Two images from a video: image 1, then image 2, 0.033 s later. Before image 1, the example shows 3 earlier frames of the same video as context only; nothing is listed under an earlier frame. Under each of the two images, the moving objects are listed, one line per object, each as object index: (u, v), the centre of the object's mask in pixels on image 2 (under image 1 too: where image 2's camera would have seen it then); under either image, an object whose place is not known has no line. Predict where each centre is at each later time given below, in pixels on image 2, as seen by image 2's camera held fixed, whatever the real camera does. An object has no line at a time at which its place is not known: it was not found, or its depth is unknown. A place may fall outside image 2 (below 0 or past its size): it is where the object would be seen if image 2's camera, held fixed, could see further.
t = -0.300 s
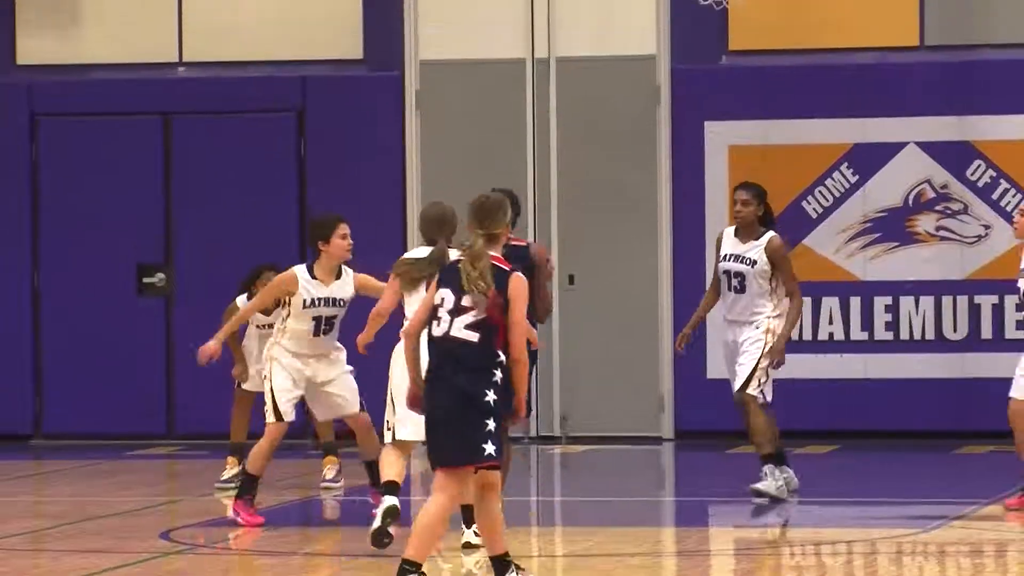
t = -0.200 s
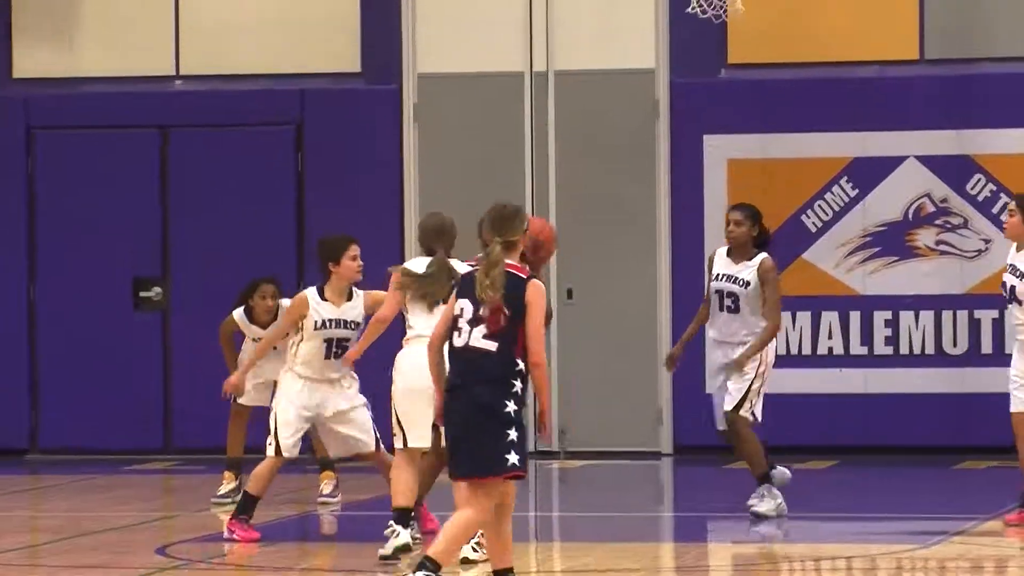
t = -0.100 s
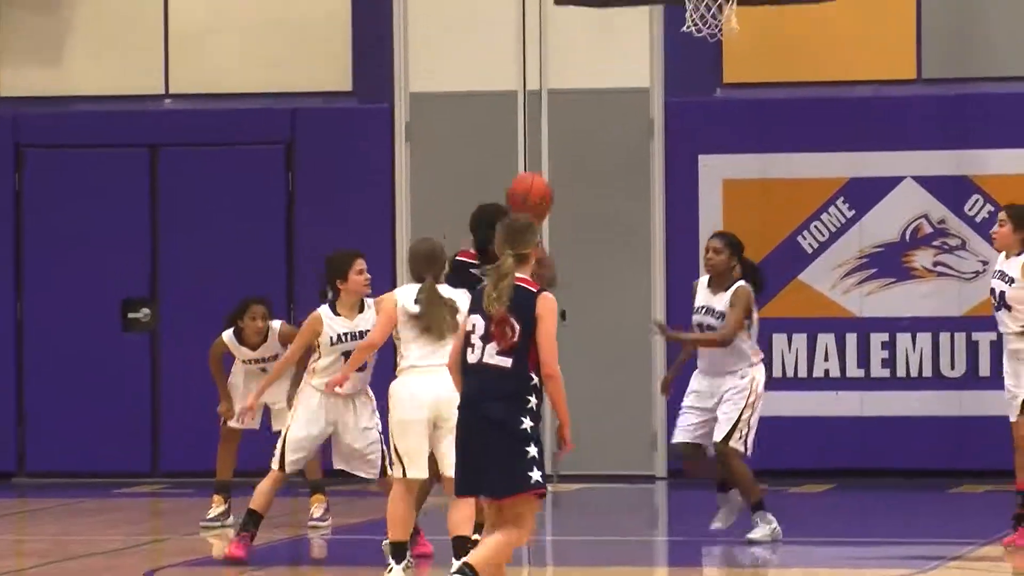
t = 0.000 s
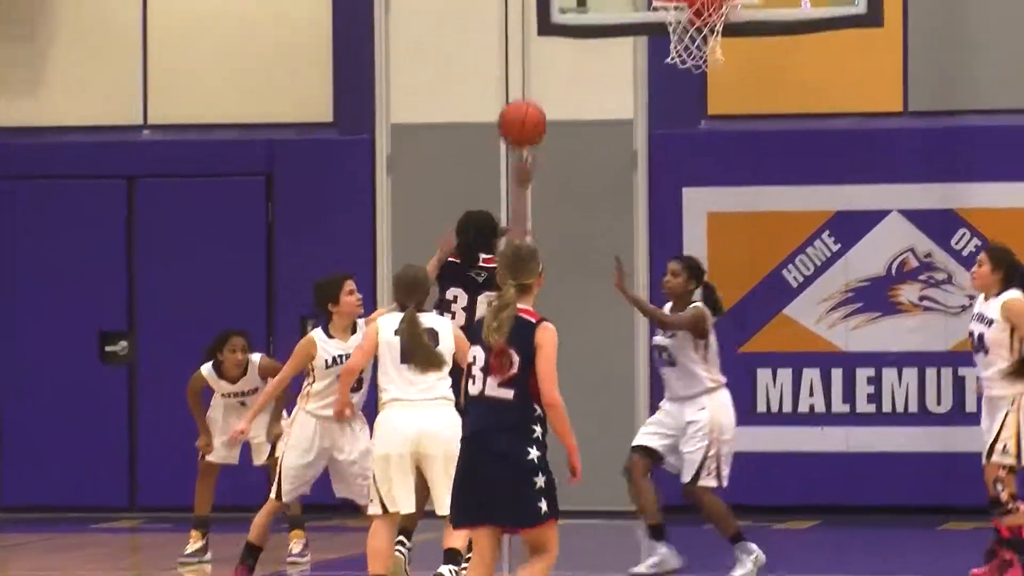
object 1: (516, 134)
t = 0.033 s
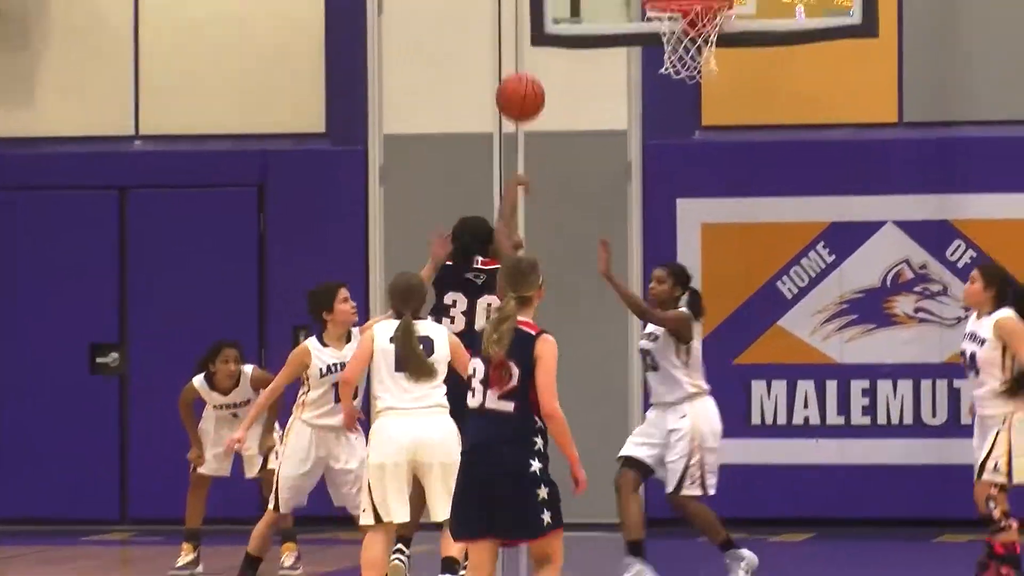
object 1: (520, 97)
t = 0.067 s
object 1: (525, 63)
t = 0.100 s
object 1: (529, 31)
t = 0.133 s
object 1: (534, 3)
